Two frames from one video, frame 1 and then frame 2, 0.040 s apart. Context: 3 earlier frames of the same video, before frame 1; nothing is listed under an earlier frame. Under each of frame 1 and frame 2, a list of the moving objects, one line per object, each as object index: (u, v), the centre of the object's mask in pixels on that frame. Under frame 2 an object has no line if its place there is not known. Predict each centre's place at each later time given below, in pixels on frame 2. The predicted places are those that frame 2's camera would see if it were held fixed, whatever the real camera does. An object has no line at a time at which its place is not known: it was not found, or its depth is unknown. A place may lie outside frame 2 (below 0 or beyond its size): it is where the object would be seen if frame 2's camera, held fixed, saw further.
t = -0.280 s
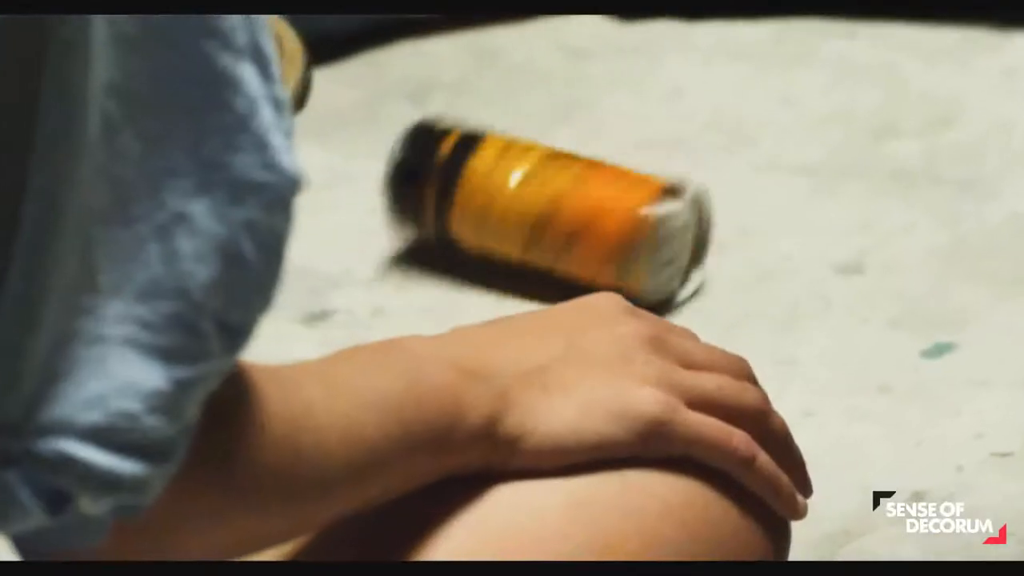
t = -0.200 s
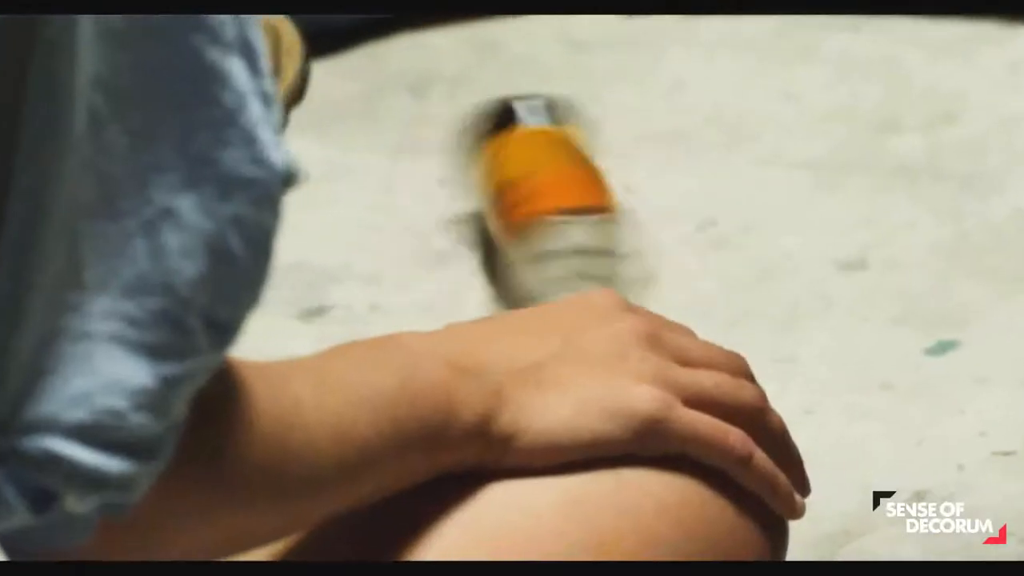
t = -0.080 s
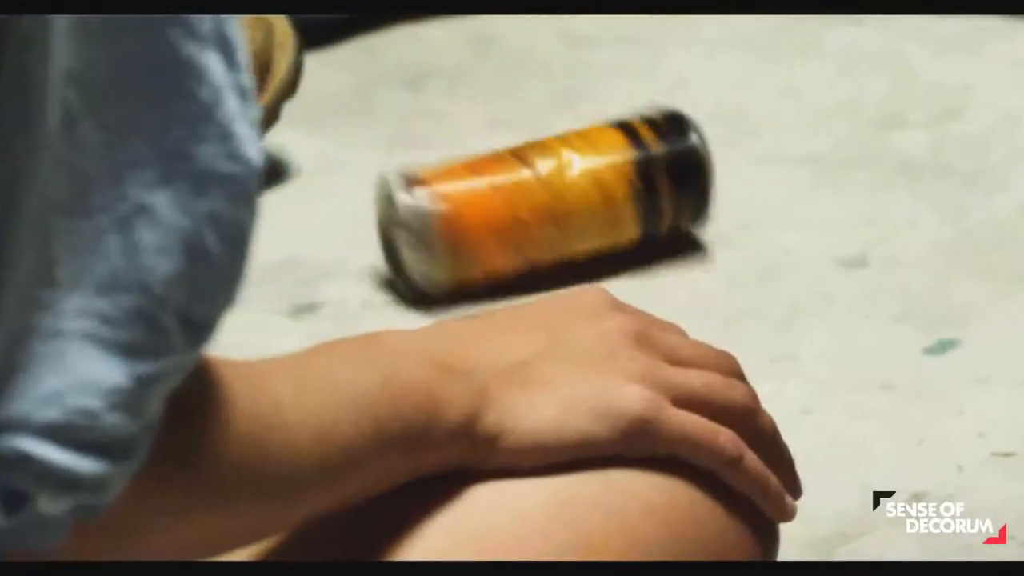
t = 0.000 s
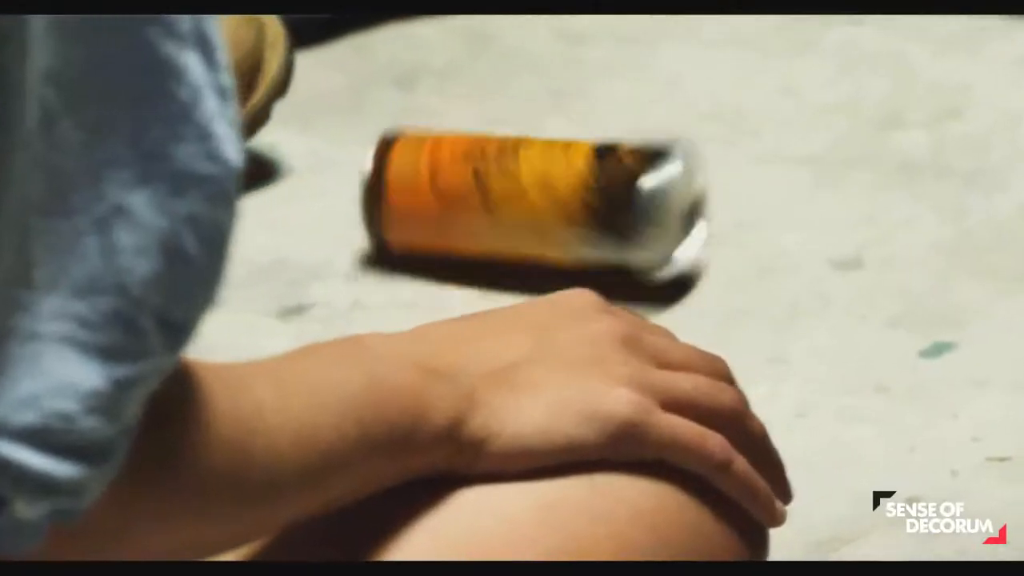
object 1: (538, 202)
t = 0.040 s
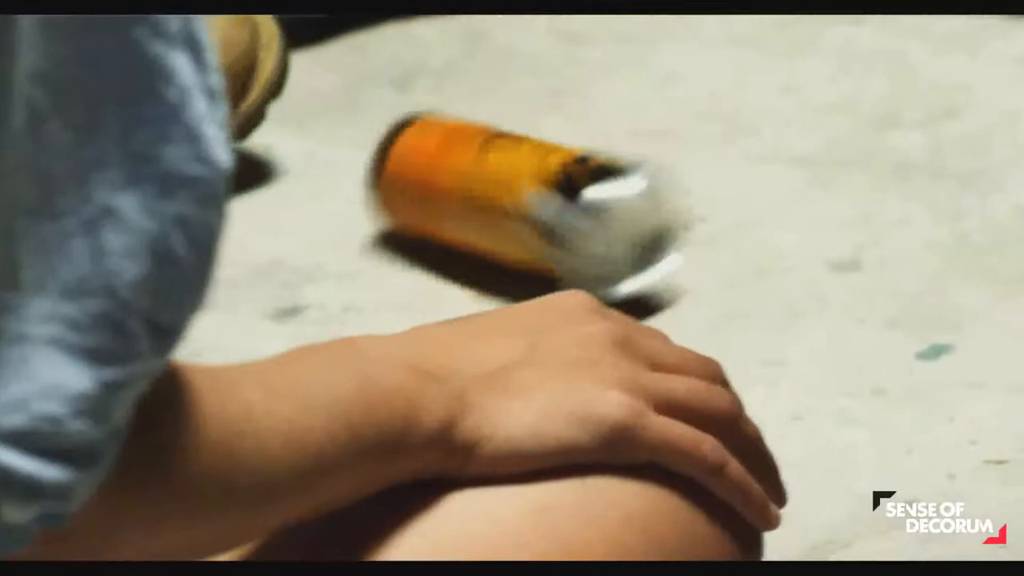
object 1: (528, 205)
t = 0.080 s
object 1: (519, 206)
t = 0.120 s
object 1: (506, 209)
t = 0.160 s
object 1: (502, 211)
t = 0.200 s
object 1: (492, 215)
